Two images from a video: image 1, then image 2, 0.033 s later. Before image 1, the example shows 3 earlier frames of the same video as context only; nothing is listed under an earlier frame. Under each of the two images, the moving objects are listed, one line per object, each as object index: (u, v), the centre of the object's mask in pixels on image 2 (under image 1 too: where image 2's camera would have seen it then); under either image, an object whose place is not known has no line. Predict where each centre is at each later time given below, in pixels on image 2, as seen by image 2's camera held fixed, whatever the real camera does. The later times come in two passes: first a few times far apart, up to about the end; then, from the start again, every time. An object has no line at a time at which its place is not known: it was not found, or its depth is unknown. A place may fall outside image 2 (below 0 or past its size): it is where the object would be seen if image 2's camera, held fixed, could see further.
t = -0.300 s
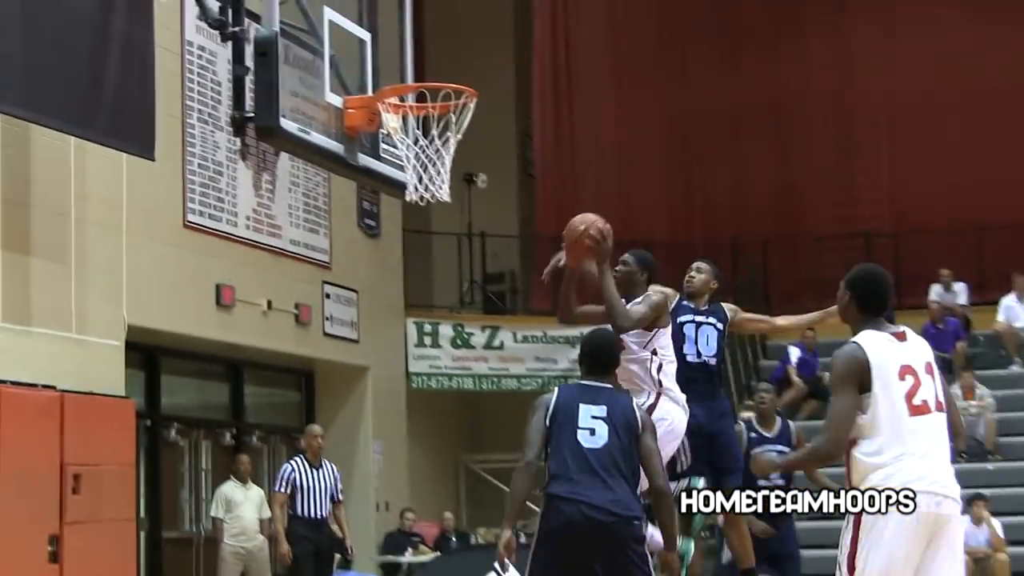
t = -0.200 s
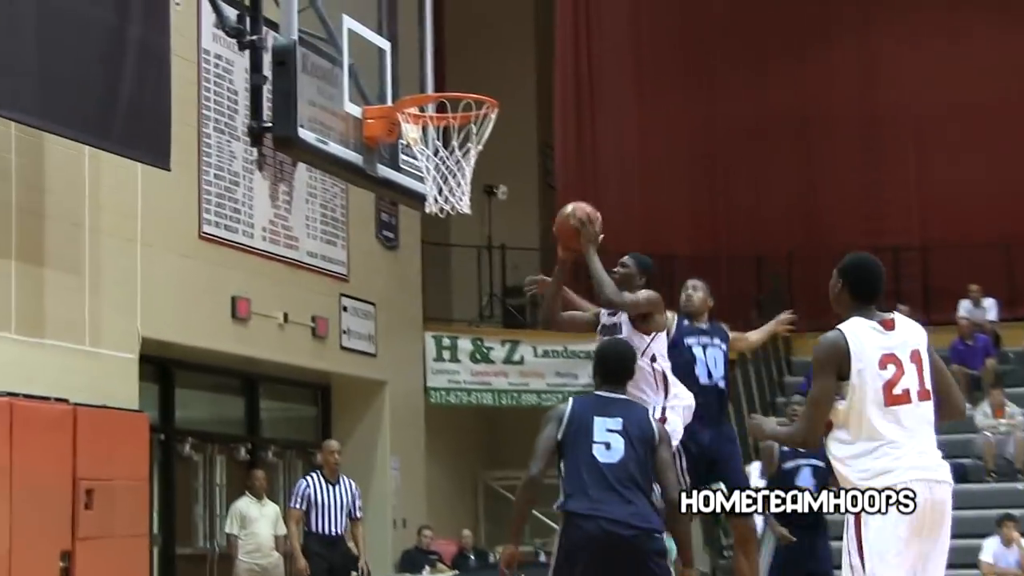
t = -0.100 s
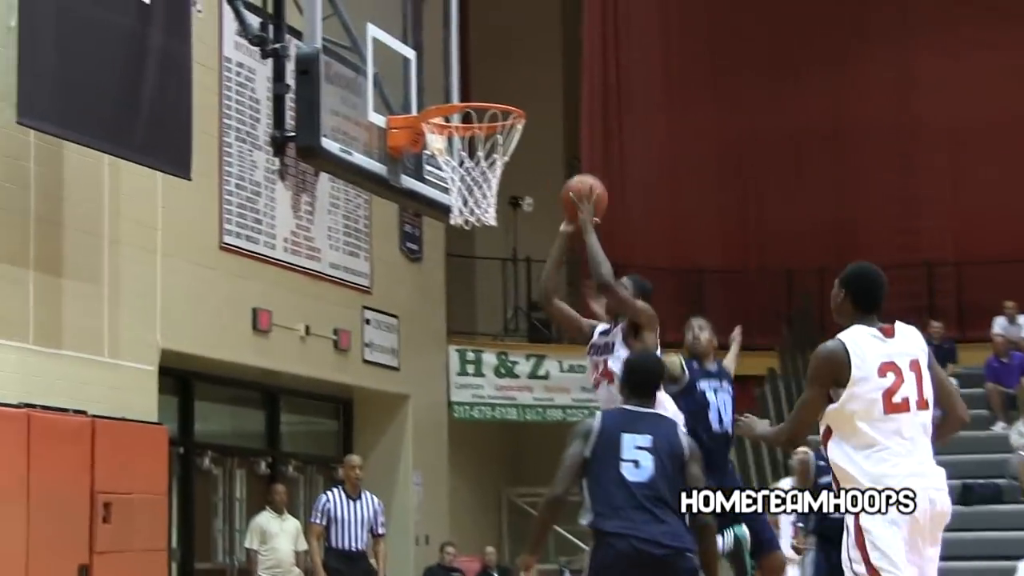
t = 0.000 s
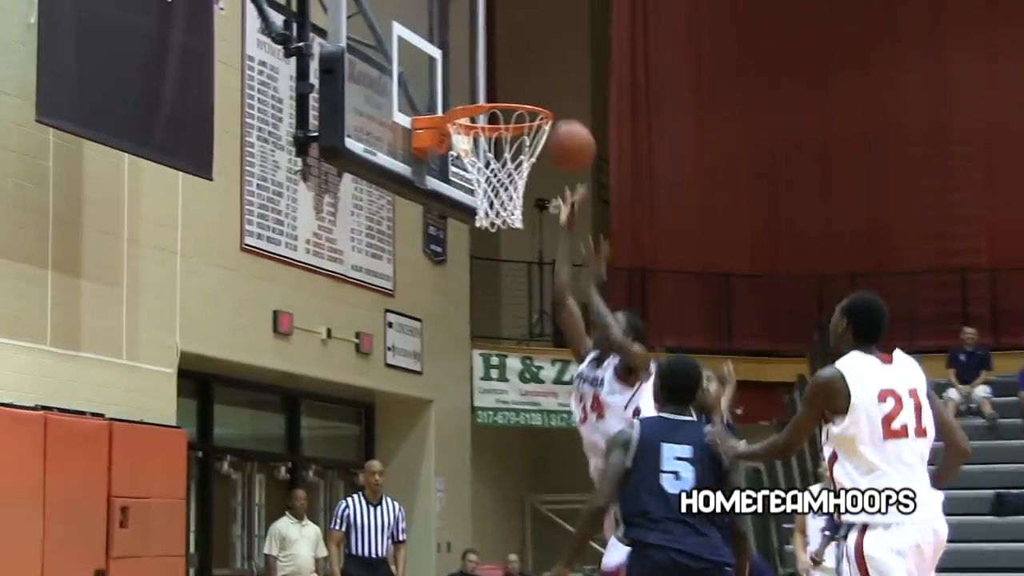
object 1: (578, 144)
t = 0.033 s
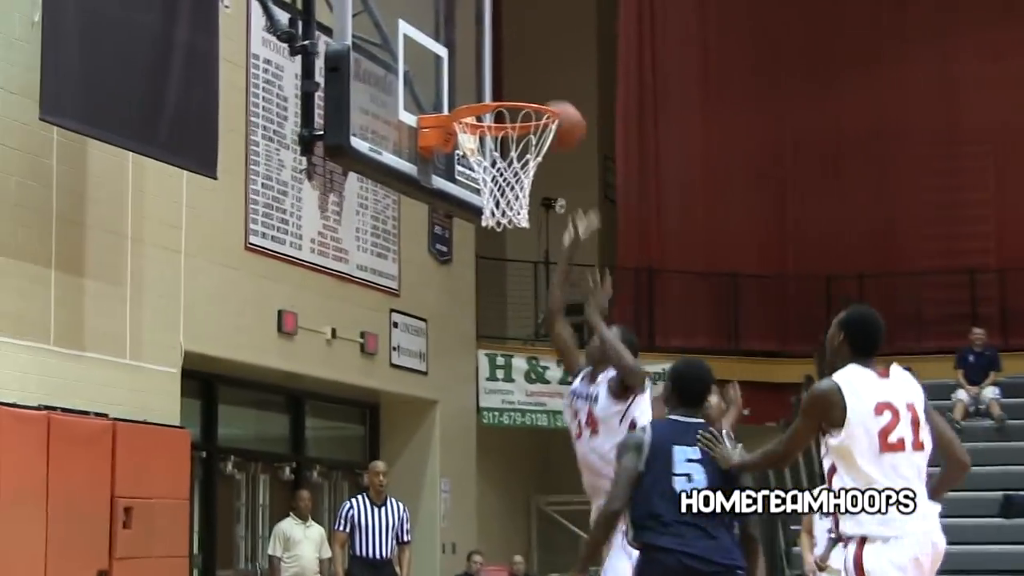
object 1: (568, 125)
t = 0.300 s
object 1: (486, 62)
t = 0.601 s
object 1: (494, 142)
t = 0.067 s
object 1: (547, 99)
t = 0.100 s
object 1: (526, 89)
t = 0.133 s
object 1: (510, 82)
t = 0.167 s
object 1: (492, 76)
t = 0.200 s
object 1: (474, 66)
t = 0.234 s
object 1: (473, 63)
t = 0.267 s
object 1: (480, 61)
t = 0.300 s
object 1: (486, 62)
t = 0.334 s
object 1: (493, 66)
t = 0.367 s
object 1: (499, 70)
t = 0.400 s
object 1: (506, 77)
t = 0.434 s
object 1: (513, 83)
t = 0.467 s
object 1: (520, 90)
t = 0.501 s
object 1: (518, 94)
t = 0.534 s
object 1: (510, 120)
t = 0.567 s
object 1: (502, 131)
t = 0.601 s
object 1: (494, 142)
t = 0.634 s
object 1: (489, 153)
